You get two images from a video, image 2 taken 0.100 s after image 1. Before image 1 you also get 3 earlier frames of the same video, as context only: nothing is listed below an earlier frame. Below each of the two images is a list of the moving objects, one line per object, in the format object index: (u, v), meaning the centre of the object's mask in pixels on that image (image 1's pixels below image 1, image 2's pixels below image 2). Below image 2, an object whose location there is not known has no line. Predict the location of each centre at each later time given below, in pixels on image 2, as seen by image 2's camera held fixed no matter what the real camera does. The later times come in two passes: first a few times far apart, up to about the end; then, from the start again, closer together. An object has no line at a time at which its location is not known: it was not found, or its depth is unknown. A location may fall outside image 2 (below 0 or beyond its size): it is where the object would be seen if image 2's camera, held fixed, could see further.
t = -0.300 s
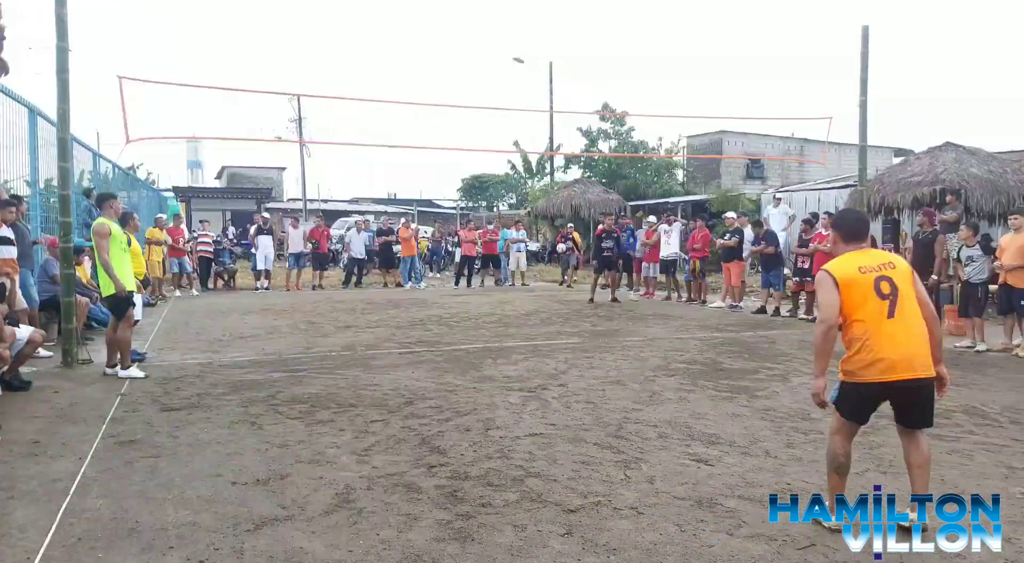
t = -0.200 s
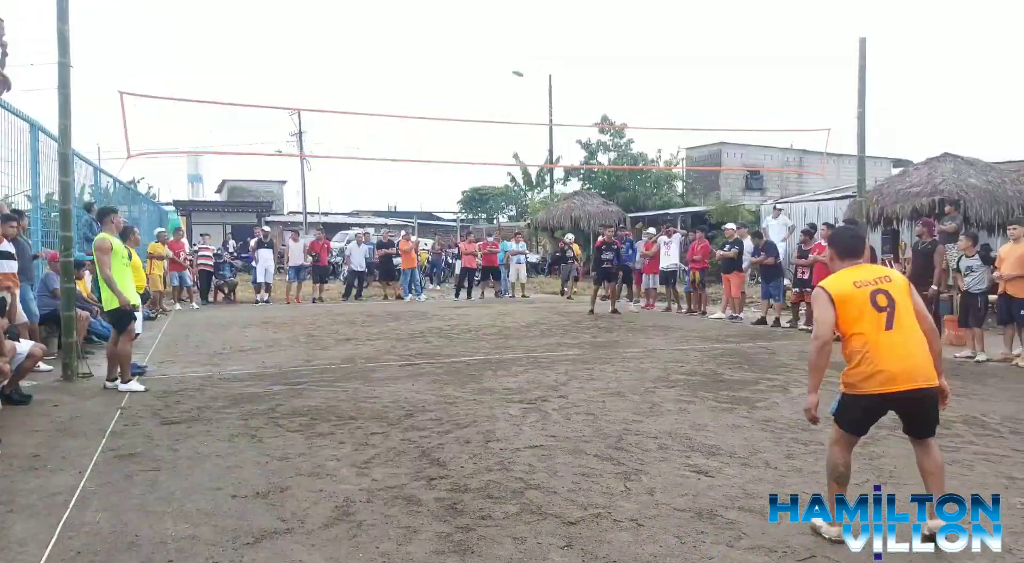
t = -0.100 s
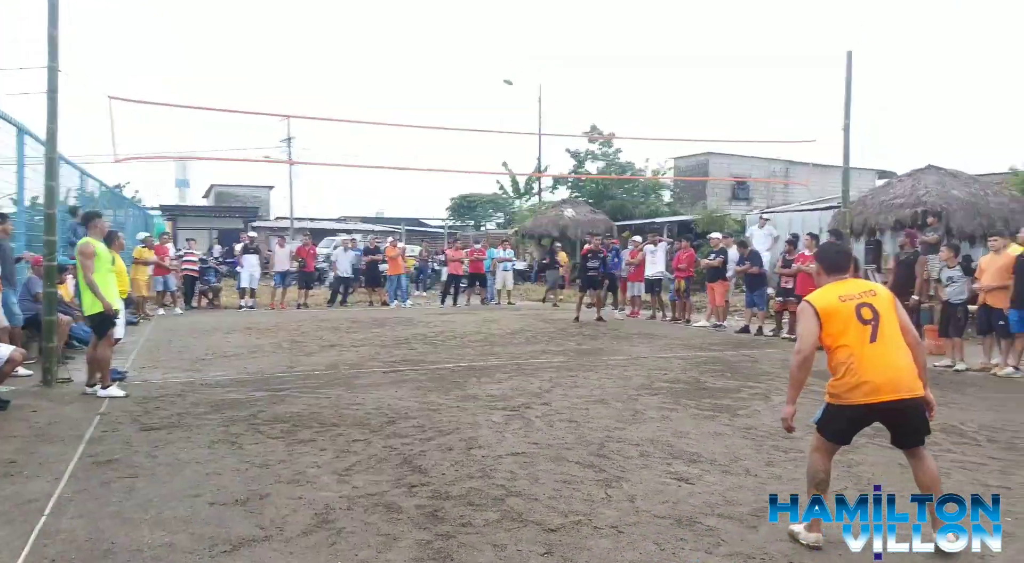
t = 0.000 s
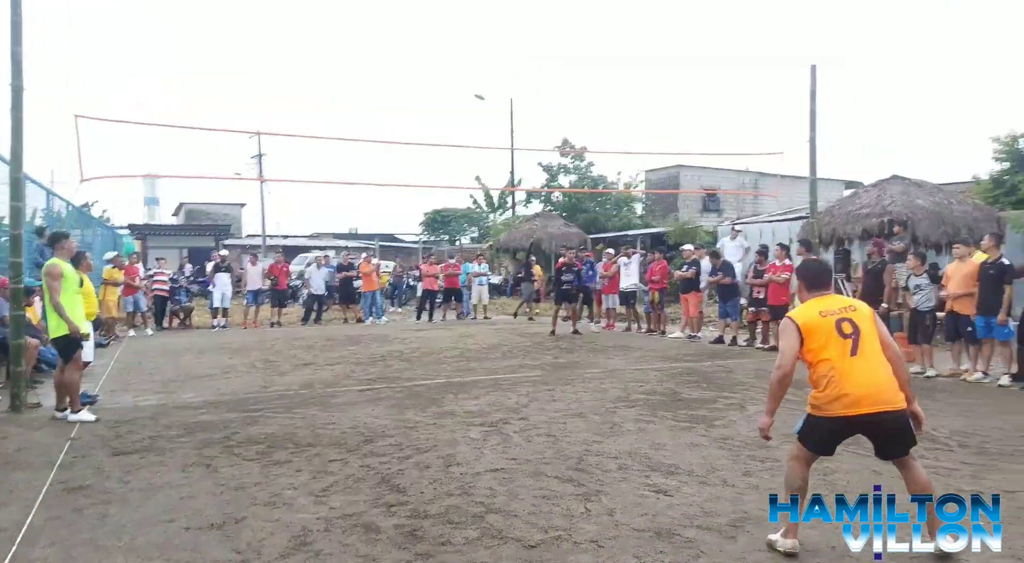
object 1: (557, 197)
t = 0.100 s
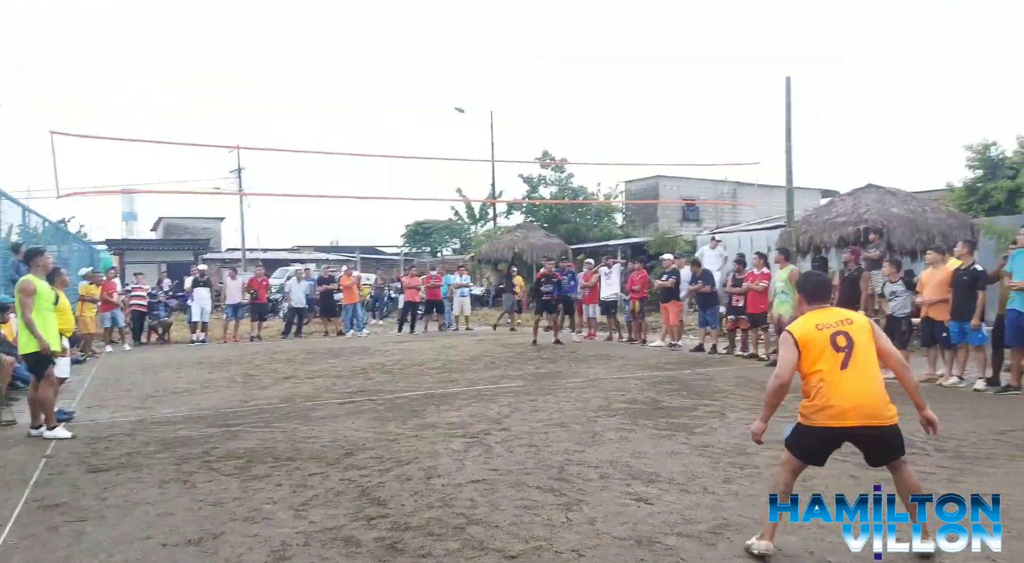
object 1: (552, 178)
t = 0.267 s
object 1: (581, 136)
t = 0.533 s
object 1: (646, 81)
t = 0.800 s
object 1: (771, 79)
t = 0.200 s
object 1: (568, 153)
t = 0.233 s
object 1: (575, 144)
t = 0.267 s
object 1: (581, 136)
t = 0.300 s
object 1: (588, 128)
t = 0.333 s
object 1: (595, 120)
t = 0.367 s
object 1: (602, 112)
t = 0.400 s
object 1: (610, 105)
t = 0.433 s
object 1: (618, 100)
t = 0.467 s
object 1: (627, 93)
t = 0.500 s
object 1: (636, 86)
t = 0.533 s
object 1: (646, 81)
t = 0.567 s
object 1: (656, 78)
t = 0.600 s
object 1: (668, 73)
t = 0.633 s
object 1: (682, 73)
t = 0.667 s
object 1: (696, 70)
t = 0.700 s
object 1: (711, 68)
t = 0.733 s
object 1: (729, 70)
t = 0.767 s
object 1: (750, 74)
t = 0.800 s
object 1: (771, 79)
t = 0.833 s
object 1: (794, 87)
